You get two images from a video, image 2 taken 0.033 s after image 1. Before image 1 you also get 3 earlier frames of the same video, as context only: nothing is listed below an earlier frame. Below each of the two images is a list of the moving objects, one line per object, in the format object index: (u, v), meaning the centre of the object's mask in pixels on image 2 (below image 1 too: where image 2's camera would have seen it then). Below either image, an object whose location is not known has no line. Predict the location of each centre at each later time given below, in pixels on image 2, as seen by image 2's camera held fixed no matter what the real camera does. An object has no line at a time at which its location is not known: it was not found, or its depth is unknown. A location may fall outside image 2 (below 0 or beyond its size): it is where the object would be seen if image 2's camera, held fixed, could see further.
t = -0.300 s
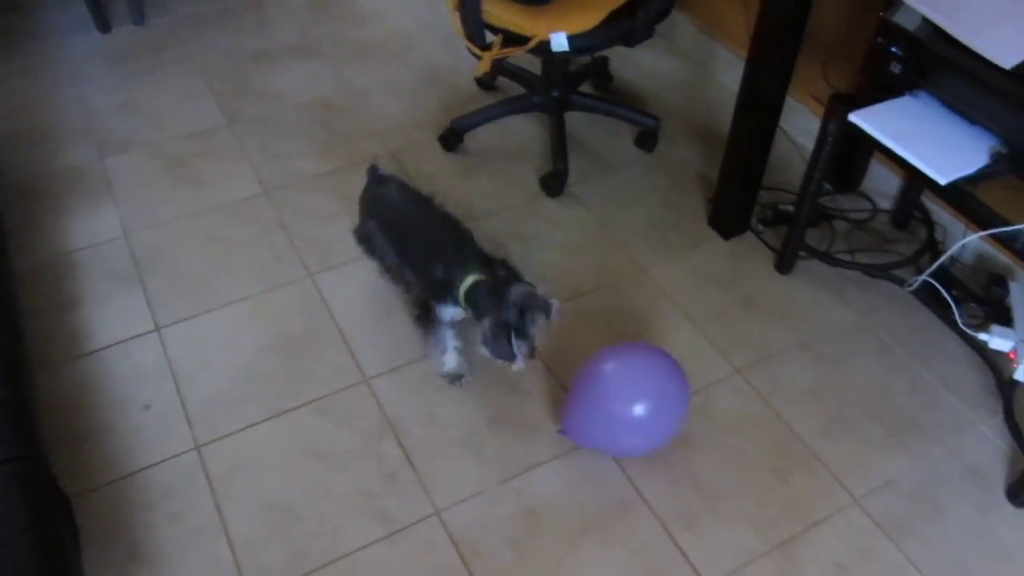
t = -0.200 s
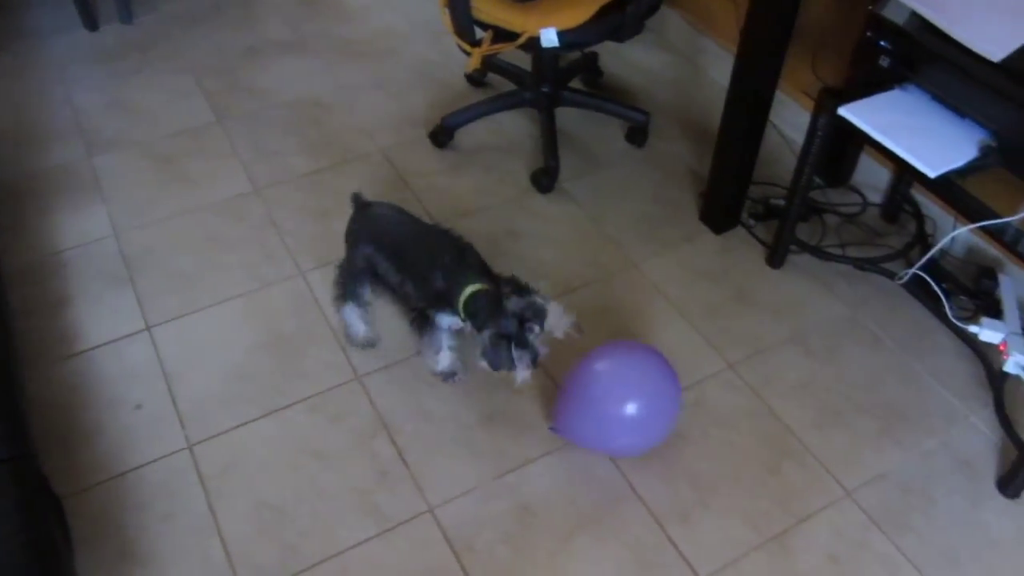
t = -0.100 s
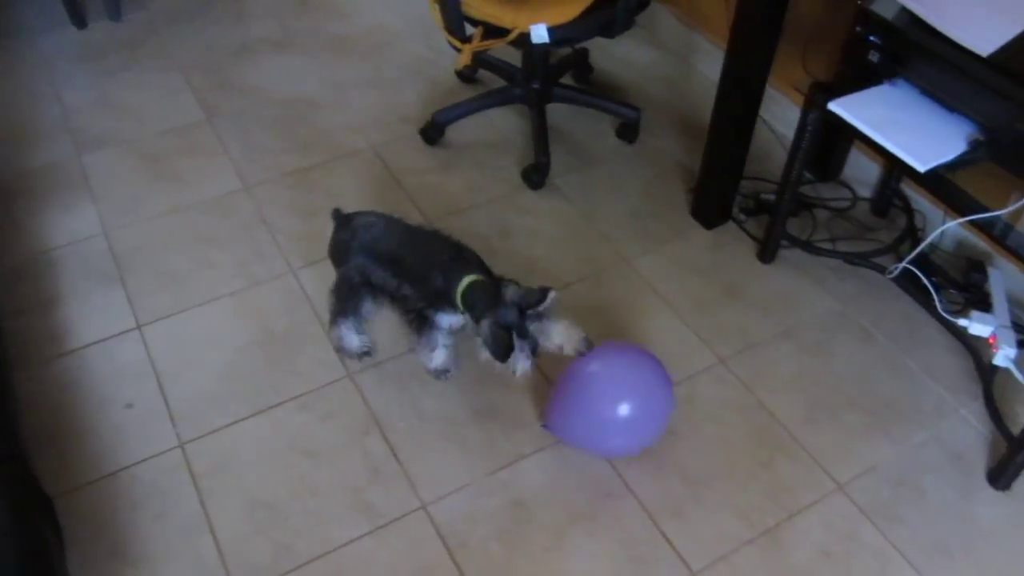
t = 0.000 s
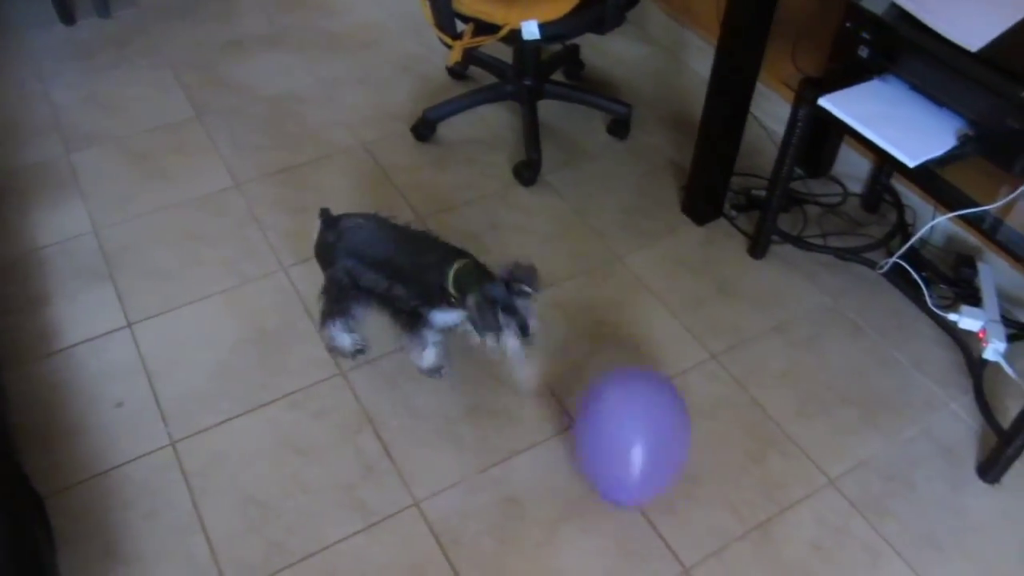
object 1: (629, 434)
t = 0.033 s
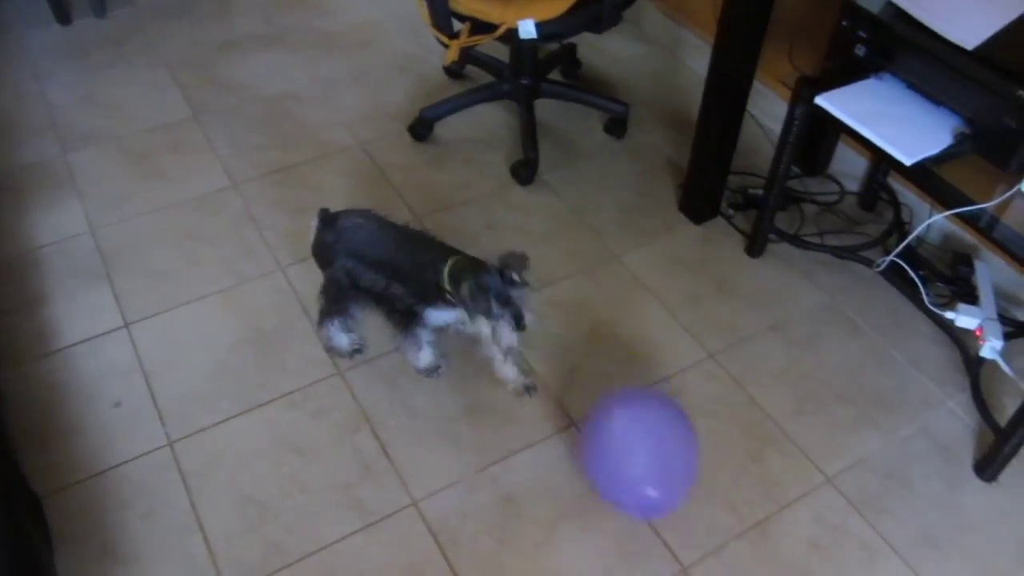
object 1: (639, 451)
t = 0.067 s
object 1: (650, 473)
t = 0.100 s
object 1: (661, 495)
